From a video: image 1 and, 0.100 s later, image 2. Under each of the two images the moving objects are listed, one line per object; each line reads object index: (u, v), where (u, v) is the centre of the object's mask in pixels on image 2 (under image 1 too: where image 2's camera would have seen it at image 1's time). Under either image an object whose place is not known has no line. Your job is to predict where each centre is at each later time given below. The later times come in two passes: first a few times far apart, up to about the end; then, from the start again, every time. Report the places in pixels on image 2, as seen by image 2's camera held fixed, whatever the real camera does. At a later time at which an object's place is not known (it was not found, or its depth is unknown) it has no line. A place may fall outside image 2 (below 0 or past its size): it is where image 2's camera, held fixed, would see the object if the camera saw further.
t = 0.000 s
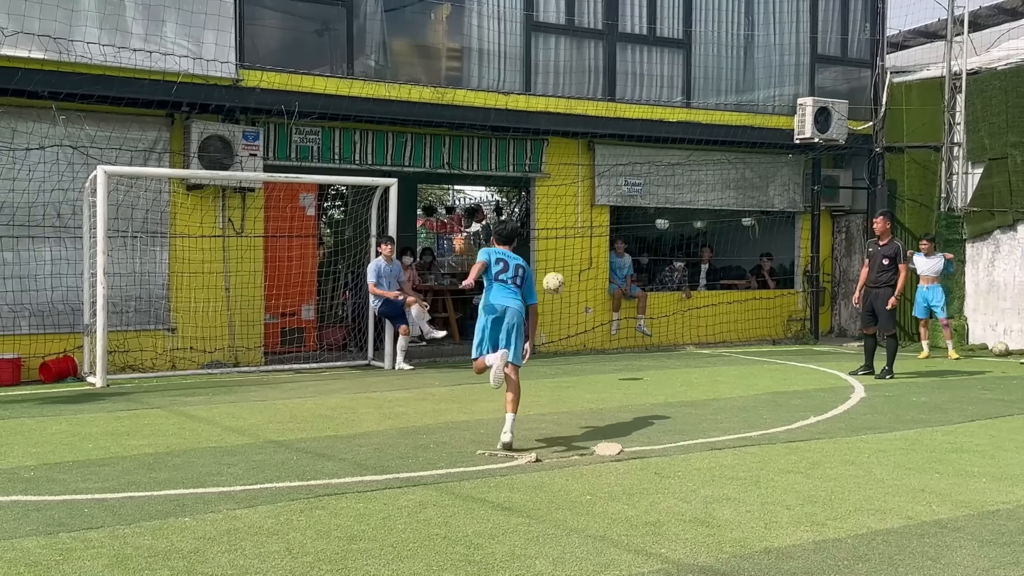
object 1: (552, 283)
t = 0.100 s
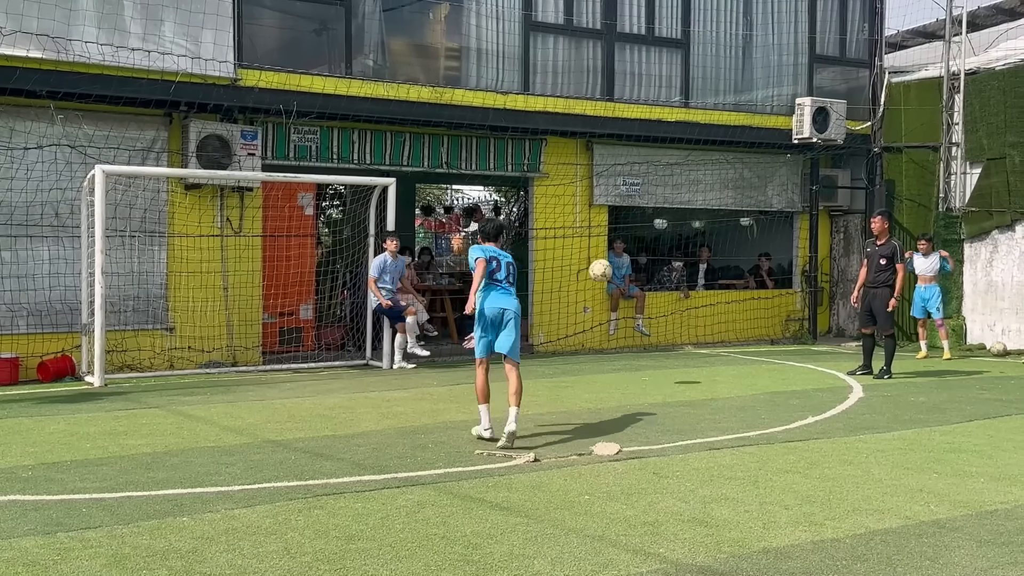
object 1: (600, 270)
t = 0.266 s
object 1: (686, 275)
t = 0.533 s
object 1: (841, 357)
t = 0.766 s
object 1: (1001, 367)
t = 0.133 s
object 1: (616, 269)
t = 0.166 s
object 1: (634, 269)
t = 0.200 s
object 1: (652, 269)
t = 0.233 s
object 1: (669, 272)
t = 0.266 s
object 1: (686, 275)
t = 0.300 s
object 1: (705, 279)
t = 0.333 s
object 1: (724, 286)
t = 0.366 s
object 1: (742, 294)
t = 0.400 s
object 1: (761, 303)
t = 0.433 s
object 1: (781, 314)
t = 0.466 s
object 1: (801, 327)
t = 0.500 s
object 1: (821, 341)
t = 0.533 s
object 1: (841, 357)
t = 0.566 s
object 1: (862, 375)
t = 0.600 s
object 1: (883, 394)
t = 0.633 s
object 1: (905, 408)
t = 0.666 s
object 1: (928, 396)
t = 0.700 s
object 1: (952, 385)
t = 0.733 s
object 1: (976, 375)
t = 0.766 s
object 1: (1001, 367)
